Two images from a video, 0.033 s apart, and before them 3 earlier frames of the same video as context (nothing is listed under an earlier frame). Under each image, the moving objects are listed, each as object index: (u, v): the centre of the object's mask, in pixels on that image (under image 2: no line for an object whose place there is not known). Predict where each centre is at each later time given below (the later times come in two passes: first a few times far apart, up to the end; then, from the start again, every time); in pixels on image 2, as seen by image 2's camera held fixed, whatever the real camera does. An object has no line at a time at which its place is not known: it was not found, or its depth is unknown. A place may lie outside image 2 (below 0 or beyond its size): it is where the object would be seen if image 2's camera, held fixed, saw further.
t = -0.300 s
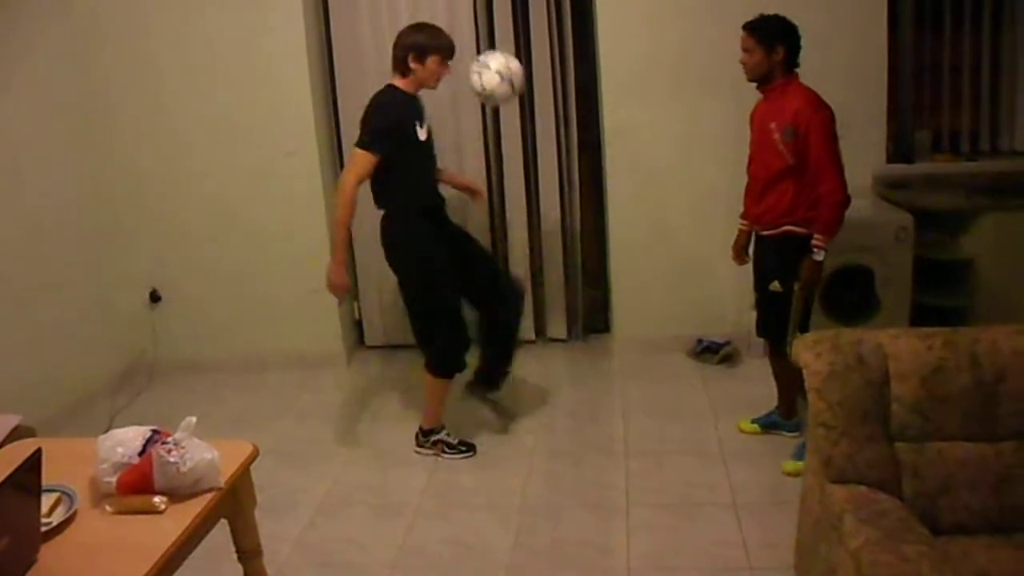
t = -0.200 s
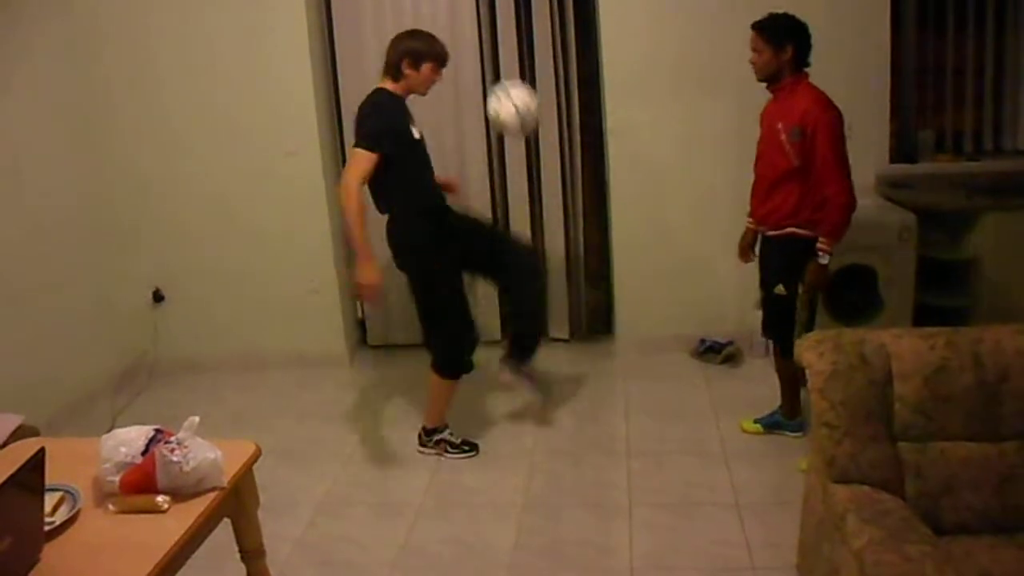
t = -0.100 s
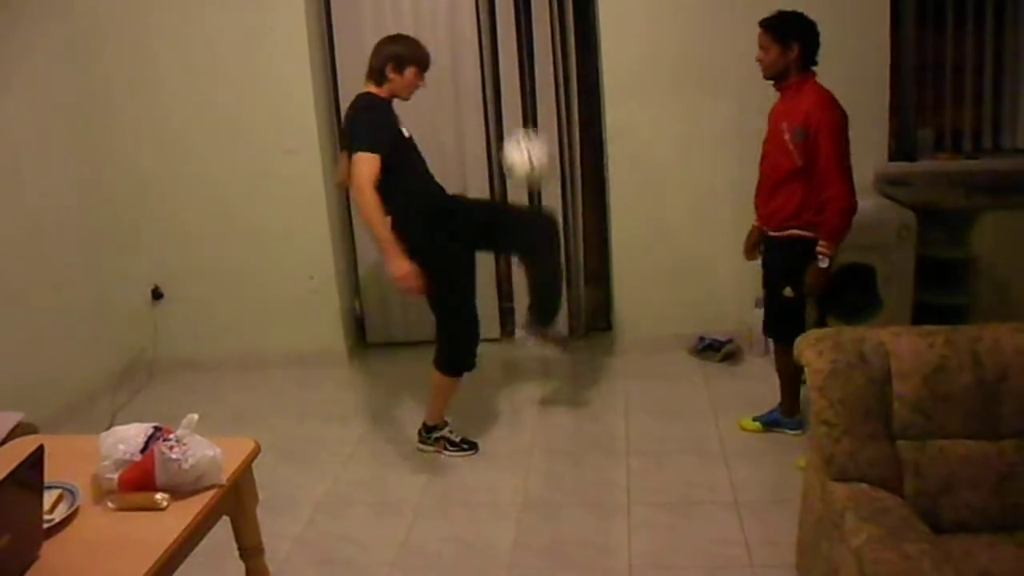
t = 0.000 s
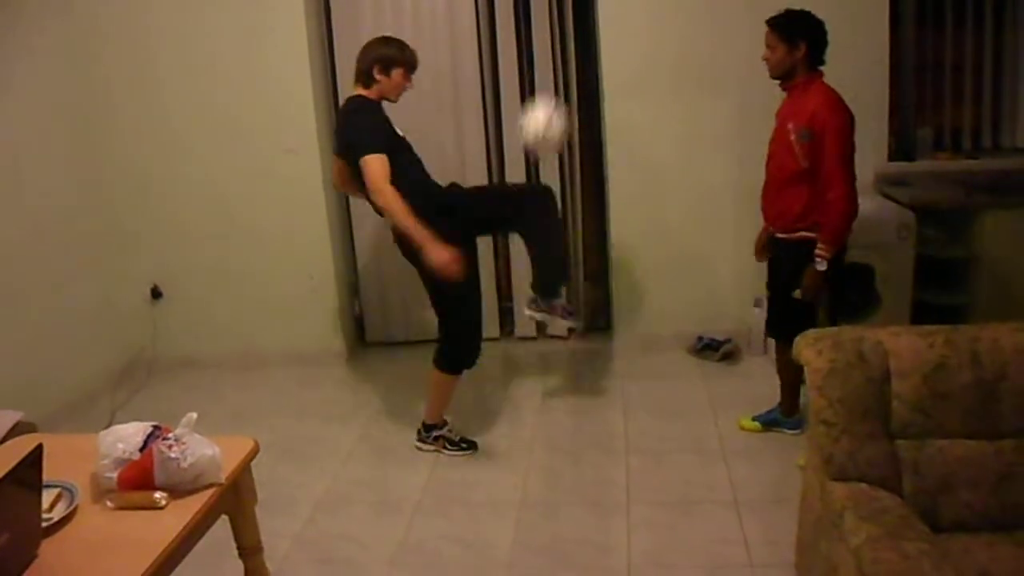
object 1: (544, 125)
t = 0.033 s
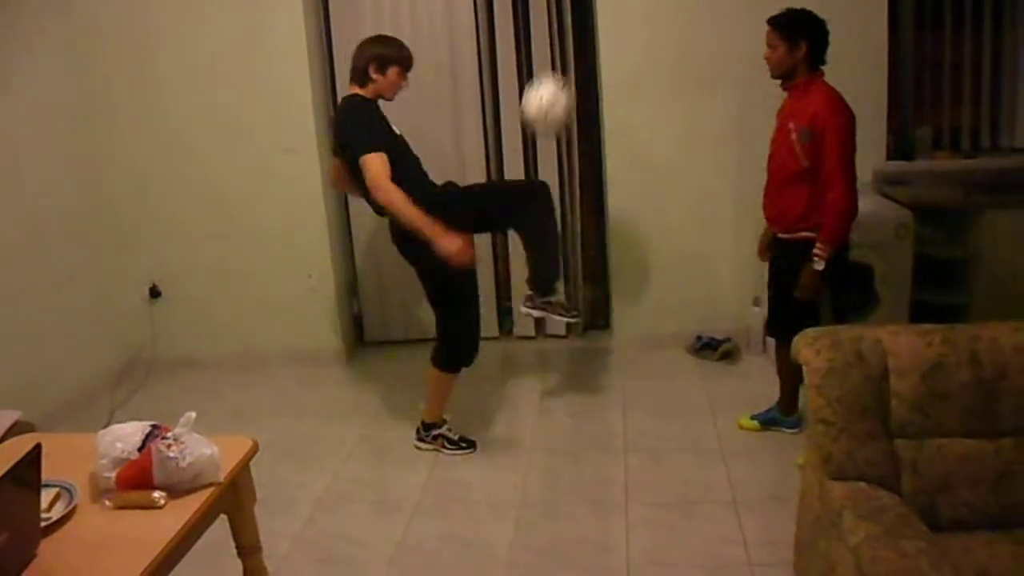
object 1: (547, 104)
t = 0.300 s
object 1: (600, 26)
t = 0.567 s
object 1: (663, 117)
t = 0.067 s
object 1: (554, 85)
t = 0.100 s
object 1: (561, 68)
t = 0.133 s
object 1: (568, 54)
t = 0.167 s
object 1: (574, 44)
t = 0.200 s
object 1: (578, 36)
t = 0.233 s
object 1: (586, 30)
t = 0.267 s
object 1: (592, 27)
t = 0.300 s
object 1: (600, 26)
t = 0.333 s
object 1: (607, 29)
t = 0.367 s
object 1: (615, 34)
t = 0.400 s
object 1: (622, 40)
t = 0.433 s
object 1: (631, 51)
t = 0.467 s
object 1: (639, 62)
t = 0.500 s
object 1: (647, 78)
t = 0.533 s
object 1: (654, 96)
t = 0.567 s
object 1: (663, 117)
